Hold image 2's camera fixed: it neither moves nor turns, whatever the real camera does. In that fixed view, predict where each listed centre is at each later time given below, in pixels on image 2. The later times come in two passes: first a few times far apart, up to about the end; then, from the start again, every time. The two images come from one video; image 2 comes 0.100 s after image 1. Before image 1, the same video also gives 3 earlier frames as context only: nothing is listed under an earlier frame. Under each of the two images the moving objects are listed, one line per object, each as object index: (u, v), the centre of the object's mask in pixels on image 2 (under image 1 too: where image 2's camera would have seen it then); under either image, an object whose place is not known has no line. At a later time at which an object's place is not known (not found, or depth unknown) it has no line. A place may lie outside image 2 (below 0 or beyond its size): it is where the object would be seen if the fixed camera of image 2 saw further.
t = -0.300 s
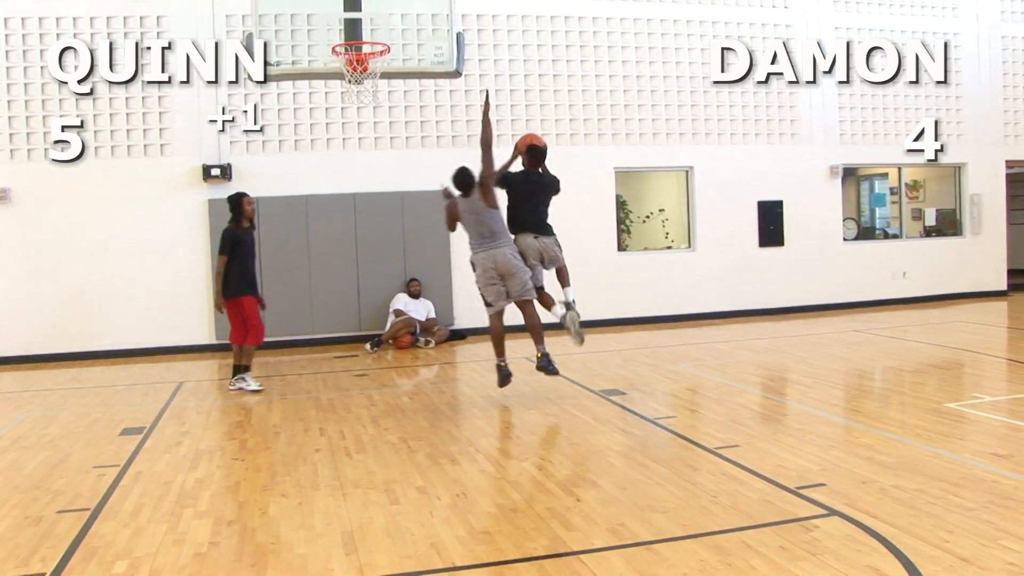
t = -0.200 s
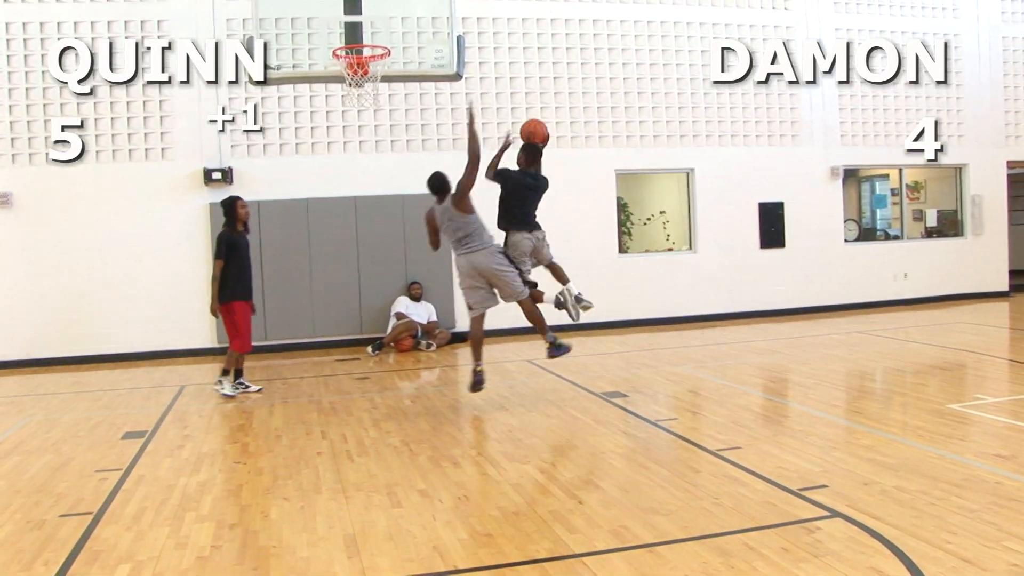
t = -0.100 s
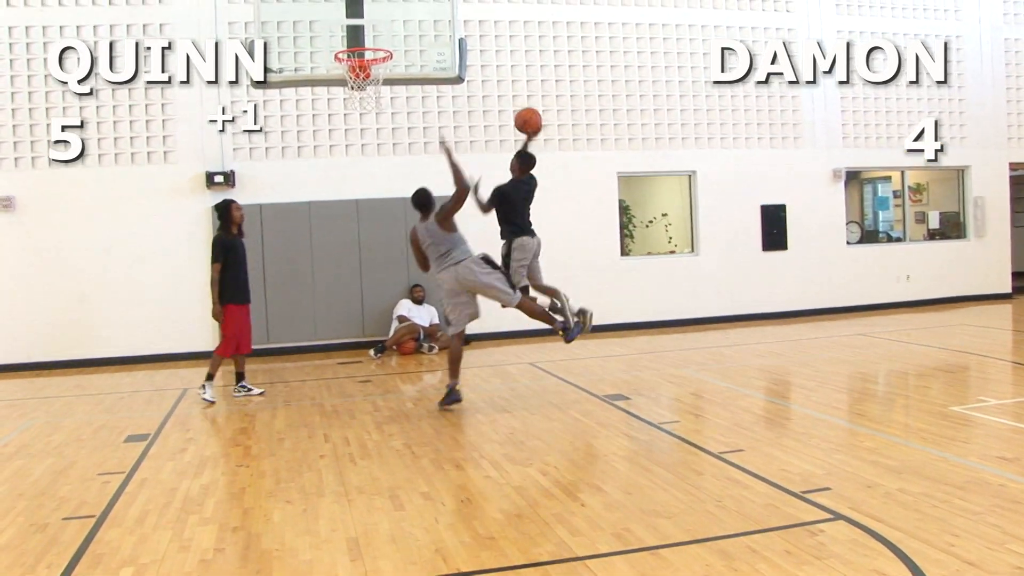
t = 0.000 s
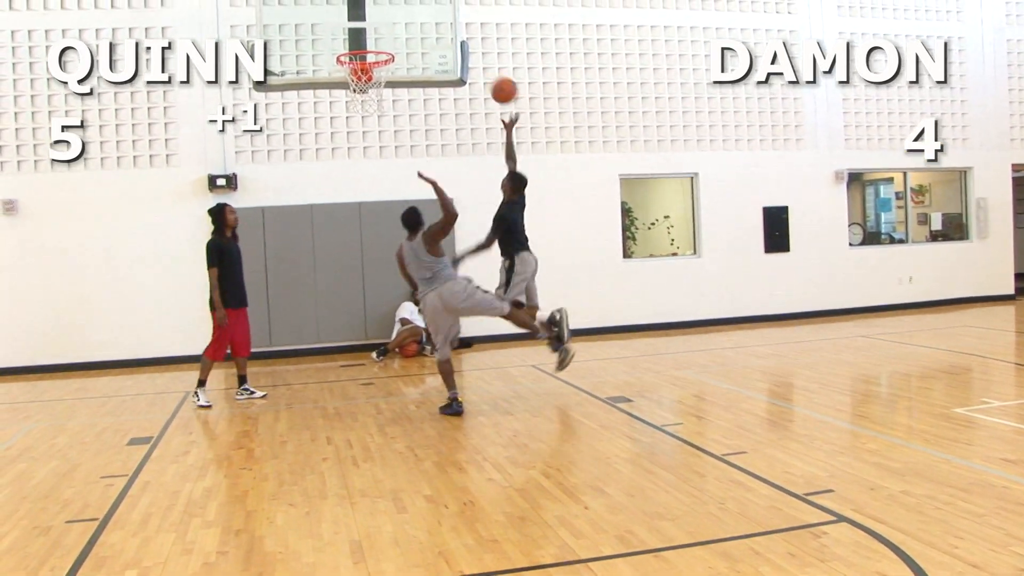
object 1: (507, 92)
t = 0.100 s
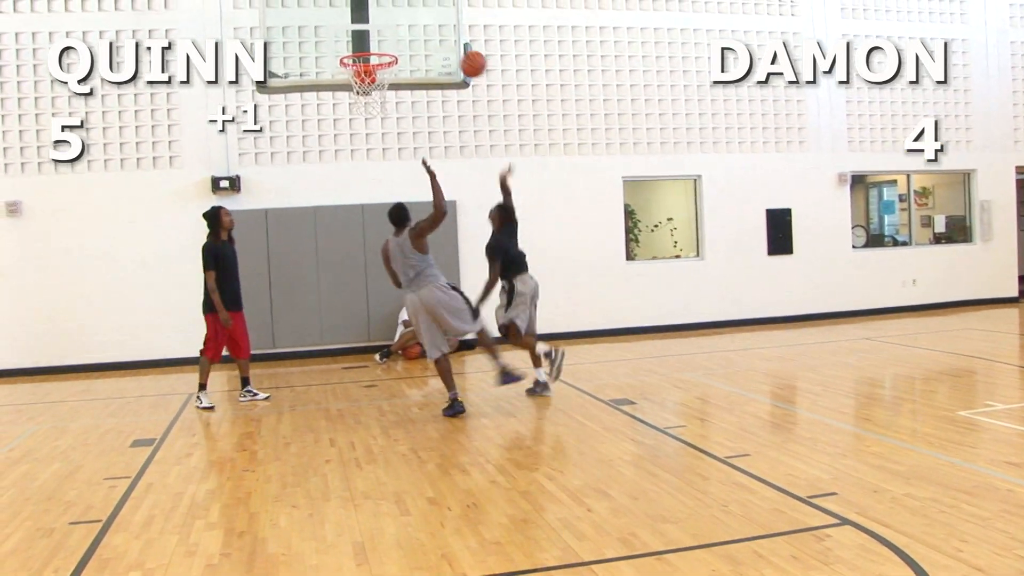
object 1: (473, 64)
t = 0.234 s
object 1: (431, 44)
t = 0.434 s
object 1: (396, 47)
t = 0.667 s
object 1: (388, 39)
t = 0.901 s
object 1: (371, 70)
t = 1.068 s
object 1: (357, 109)
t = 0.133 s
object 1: (462, 57)
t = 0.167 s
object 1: (451, 52)
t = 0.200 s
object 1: (441, 48)
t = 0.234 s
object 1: (431, 44)
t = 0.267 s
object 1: (421, 43)
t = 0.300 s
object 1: (415, 42)
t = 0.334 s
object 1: (410, 42)
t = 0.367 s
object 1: (405, 43)
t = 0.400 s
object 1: (400, 45)
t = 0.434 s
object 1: (396, 47)
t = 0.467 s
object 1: (394, 44)
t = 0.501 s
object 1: (393, 41)
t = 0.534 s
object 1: (392, 38)
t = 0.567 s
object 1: (391, 37)
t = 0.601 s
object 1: (390, 36)
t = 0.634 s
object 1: (389, 37)
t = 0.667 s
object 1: (388, 39)
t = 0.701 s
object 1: (387, 42)
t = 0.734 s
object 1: (387, 45)
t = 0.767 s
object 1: (386, 47)
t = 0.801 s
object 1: (382, 48)
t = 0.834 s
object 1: (380, 56)
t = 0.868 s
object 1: (375, 64)
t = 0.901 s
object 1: (371, 70)
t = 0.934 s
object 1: (367, 75)
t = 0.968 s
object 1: (365, 83)
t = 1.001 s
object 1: (363, 90)
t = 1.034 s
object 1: (359, 100)
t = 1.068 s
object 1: (357, 109)
